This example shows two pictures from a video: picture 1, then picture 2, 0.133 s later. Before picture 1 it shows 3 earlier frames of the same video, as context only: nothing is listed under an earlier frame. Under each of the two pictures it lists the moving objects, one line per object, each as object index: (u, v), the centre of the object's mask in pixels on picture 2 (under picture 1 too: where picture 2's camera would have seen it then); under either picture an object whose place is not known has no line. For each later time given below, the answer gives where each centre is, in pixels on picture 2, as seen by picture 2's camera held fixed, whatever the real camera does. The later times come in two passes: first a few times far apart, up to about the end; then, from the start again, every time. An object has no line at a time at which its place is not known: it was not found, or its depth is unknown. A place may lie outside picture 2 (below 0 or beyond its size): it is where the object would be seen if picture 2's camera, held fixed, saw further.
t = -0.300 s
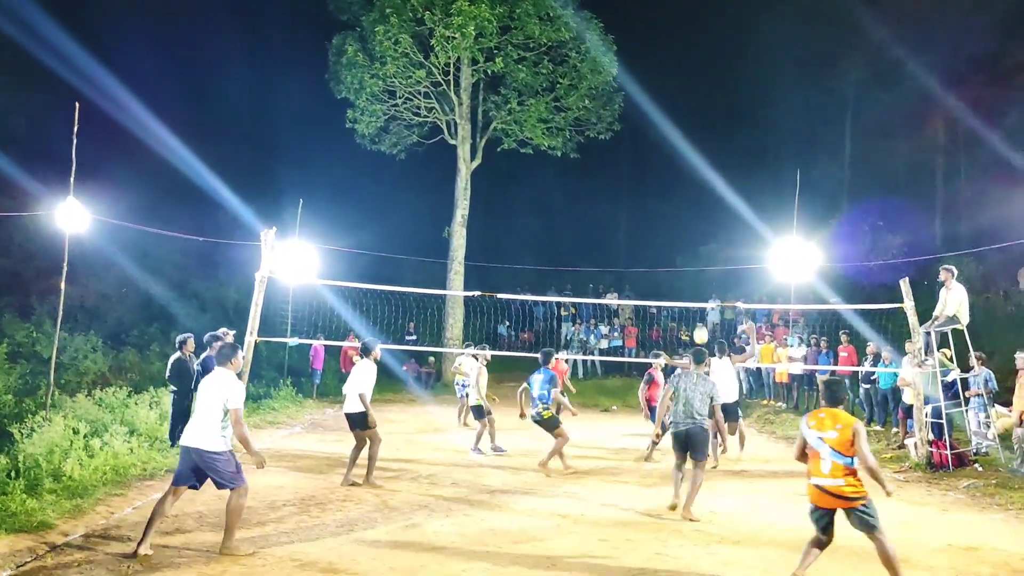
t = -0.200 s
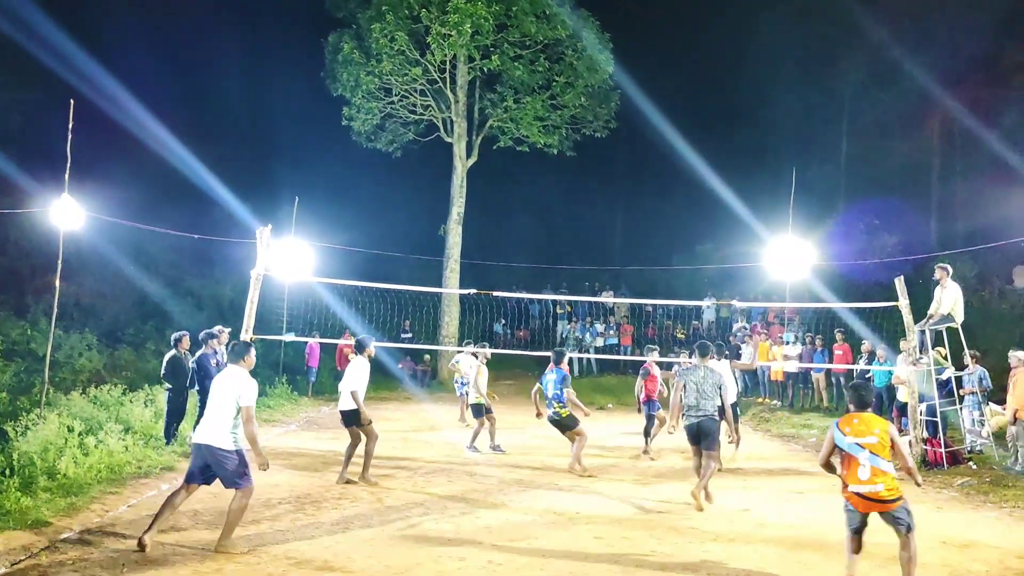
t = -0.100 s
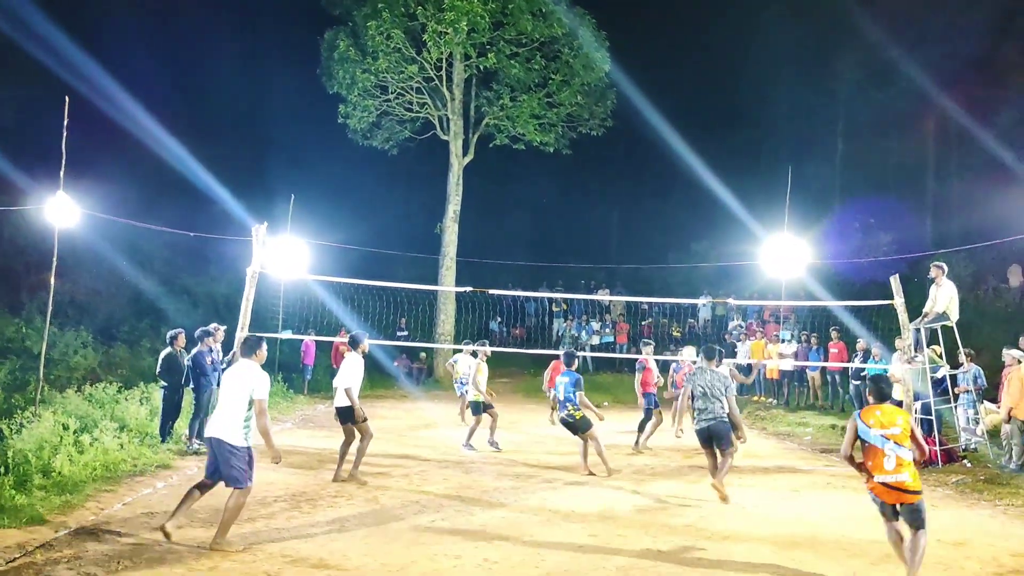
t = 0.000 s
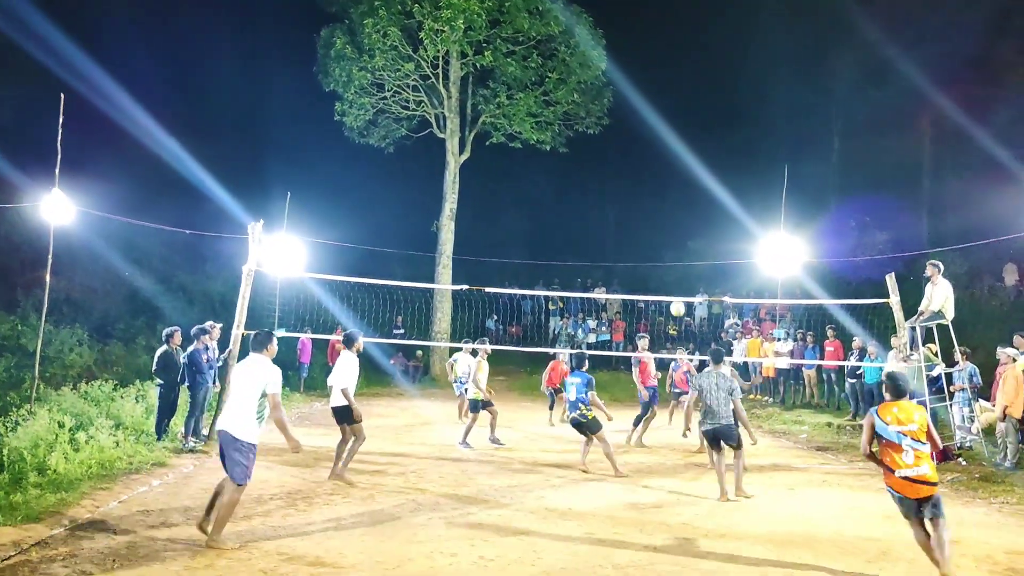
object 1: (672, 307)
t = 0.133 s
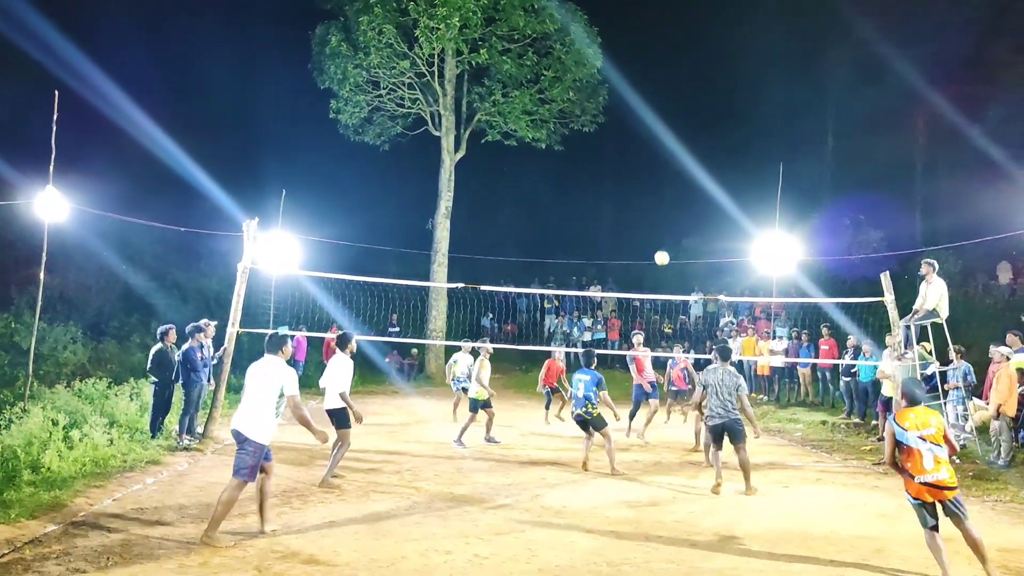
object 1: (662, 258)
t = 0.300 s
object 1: (648, 213)
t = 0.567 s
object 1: (624, 175)
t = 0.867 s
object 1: (594, 185)
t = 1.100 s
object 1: (569, 233)
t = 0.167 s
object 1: (659, 248)
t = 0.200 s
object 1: (656, 238)
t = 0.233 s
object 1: (653, 229)
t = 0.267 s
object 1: (651, 220)
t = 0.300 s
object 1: (648, 213)
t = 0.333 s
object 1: (645, 205)
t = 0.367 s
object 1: (642, 199)
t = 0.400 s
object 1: (639, 194)
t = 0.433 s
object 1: (636, 188)
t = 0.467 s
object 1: (633, 184)
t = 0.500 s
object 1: (631, 180)
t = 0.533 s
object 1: (627, 177)
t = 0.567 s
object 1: (624, 175)
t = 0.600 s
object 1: (621, 173)
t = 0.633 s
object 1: (618, 172)
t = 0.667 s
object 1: (614, 172)
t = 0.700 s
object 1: (611, 172)
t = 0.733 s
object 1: (608, 174)
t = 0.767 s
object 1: (604, 175)
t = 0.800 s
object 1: (601, 178)
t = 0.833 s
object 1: (597, 181)
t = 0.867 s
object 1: (594, 185)
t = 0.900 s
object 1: (591, 190)
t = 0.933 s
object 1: (587, 195)
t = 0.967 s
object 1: (583, 202)
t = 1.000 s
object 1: (580, 208)
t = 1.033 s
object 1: (576, 216)
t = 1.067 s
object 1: (573, 224)
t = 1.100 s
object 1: (569, 233)
